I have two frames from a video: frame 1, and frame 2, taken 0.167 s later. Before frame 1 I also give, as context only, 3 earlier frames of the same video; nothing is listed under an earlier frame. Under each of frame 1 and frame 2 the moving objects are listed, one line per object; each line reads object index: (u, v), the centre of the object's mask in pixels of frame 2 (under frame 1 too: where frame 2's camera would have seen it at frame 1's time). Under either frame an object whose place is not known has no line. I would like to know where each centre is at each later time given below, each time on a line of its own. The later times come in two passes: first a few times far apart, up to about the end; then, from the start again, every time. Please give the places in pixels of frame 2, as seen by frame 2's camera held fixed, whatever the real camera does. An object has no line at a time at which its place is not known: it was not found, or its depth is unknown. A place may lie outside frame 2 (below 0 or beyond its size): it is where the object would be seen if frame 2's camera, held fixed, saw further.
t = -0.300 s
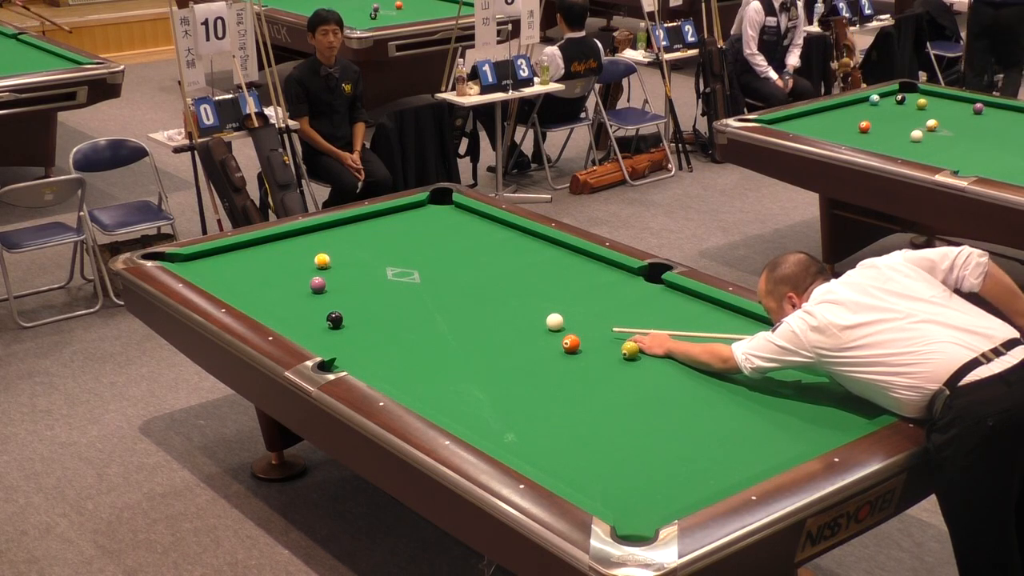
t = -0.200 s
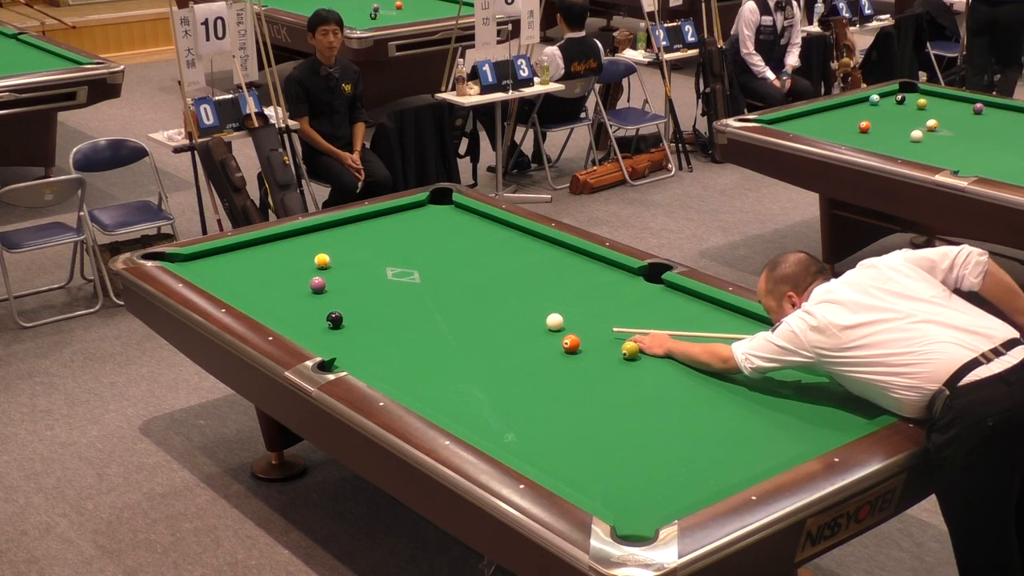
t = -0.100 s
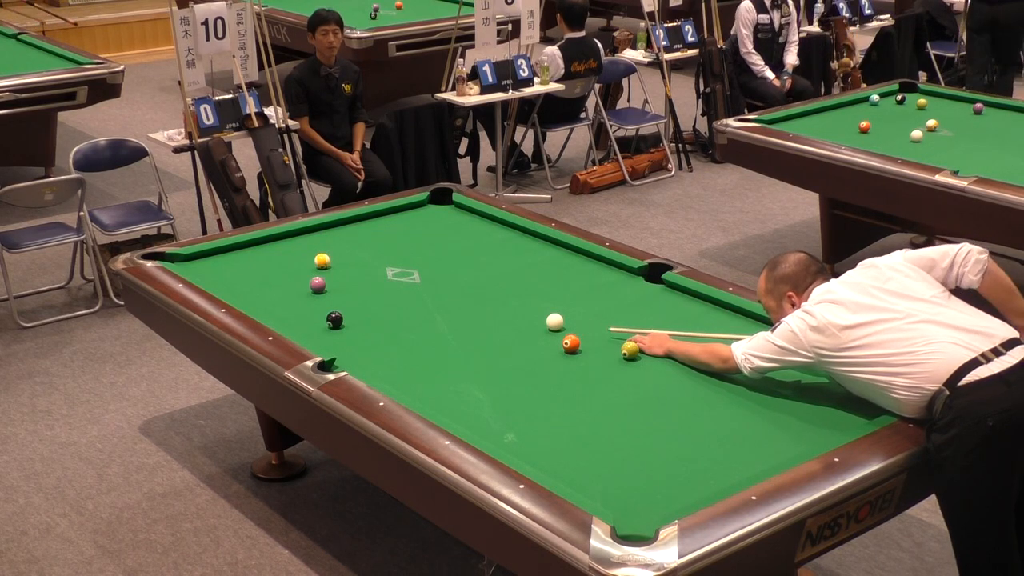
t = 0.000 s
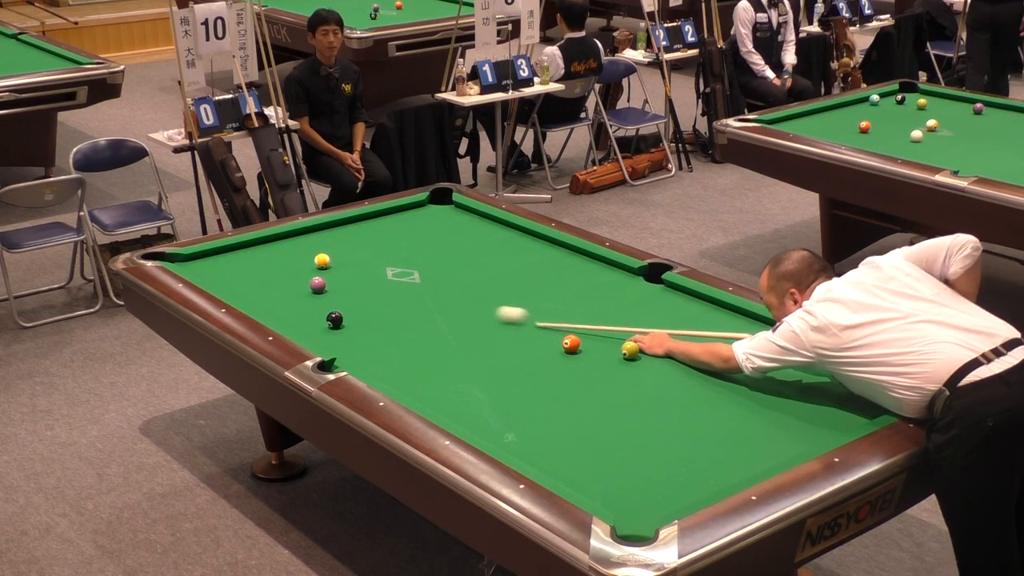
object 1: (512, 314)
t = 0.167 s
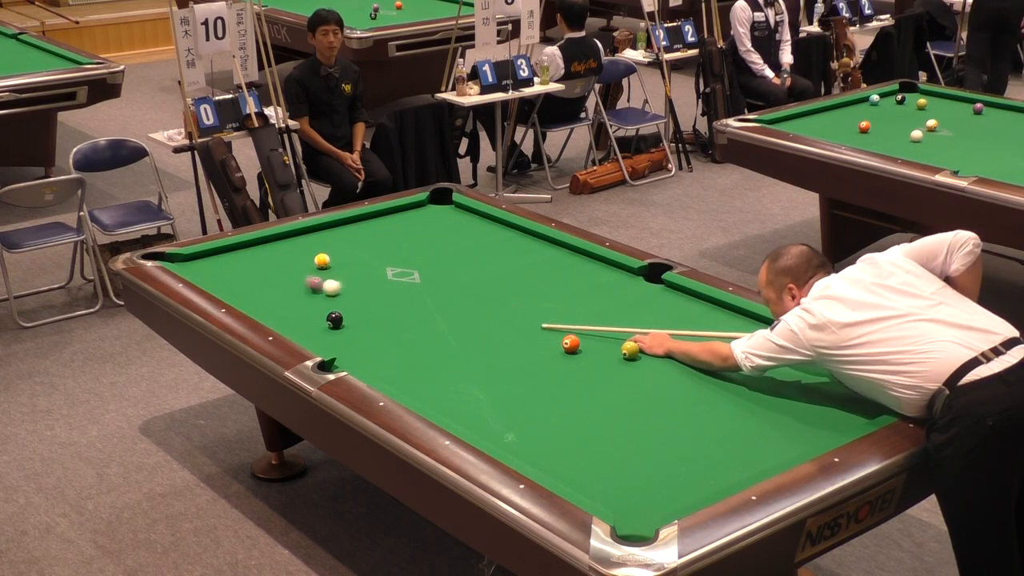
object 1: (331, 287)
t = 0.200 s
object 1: (329, 288)
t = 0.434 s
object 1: (332, 292)
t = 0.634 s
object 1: (338, 295)
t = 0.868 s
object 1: (346, 299)
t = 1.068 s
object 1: (351, 302)
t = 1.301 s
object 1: (357, 306)
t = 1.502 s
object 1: (362, 308)
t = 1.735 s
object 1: (367, 311)
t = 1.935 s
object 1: (370, 313)
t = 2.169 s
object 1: (373, 315)
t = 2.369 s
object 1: (376, 316)
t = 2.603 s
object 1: (378, 317)
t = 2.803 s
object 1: (380, 318)
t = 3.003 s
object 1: (381, 318)
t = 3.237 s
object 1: (381, 318)
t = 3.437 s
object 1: (381, 318)
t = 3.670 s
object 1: (381, 318)
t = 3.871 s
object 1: (381, 318)
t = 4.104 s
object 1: (381, 318)
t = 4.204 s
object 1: (381, 318)
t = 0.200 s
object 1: (329, 288)
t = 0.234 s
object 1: (328, 288)
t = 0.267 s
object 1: (328, 289)
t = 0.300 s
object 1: (328, 289)
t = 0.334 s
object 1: (329, 290)
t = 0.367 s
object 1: (330, 291)
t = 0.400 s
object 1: (331, 291)
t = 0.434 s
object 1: (332, 292)
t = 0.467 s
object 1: (333, 293)
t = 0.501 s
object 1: (334, 293)
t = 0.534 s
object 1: (335, 294)
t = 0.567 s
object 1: (336, 294)
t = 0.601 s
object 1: (337, 295)
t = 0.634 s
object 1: (338, 295)
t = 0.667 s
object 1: (340, 296)
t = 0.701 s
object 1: (341, 297)
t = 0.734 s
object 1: (342, 297)
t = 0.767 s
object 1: (343, 298)
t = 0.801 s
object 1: (344, 298)
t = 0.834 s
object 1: (345, 299)
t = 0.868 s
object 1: (346, 299)
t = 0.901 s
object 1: (346, 300)
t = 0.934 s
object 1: (347, 300)
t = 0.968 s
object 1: (349, 301)
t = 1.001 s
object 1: (350, 301)
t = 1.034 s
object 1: (350, 302)
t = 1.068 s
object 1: (351, 302)
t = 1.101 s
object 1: (352, 303)
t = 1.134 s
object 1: (353, 303)
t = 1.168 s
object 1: (354, 304)
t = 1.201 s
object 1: (355, 304)
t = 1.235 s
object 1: (356, 305)
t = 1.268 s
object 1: (357, 305)
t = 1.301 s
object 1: (357, 306)
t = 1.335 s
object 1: (358, 306)
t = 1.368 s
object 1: (359, 306)
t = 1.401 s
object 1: (360, 307)
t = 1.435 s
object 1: (360, 307)
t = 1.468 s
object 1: (361, 308)
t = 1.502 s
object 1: (362, 308)
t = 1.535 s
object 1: (362, 309)
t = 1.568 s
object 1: (363, 309)
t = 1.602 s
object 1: (364, 309)
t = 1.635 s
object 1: (365, 310)
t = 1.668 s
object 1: (365, 310)
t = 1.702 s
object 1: (366, 310)
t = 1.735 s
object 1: (367, 311)
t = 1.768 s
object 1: (367, 311)
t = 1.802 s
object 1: (368, 312)
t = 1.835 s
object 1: (368, 312)
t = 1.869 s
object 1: (369, 312)
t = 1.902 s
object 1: (369, 312)
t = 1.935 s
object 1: (370, 313)
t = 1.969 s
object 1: (370, 313)
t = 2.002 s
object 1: (371, 313)
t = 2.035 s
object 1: (371, 314)
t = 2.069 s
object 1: (372, 314)
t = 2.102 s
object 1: (372, 314)
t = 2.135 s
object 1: (373, 314)
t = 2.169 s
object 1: (373, 315)
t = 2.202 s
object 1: (374, 315)
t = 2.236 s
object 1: (374, 315)
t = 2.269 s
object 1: (374, 315)
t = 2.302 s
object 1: (375, 316)
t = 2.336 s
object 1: (375, 316)
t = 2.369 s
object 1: (376, 316)
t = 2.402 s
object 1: (376, 316)
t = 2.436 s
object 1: (376, 317)
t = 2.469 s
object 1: (377, 317)
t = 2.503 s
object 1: (377, 317)
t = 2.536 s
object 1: (378, 317)
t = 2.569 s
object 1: (378, 317)
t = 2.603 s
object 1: (378, 317)
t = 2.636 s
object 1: (379, 317)
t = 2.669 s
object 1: (379, 317)
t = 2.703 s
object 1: (379, 318)
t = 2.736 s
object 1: (380, 318)
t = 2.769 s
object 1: (380, 318)
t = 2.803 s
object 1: (380, 318)
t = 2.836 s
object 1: (380, 318)
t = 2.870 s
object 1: (380, 318)
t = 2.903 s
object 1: (381, 318)
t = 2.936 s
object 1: (381, 318)
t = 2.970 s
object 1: (381, 318)
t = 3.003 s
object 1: (381, 318)
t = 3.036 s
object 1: (381, 318)
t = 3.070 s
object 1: (381, 318)
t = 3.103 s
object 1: (381, 318)
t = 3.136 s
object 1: (381, 318)
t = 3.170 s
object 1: (381, 318)
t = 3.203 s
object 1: (381, 318)
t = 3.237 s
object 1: (381, 318)
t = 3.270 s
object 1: (381, 318)
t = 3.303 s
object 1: (381, 318)
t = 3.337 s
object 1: (381, 318)
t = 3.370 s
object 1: (381, 318)
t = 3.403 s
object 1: (381, 318)
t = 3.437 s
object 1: (381, 318)
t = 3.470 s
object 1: (381, 318)
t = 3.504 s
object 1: (381, 318)
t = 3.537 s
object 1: (381, 318)
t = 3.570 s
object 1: (381, 318)
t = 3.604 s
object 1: (381, 318)
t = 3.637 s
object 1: (381, 318)
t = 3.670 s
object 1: (381, 318)
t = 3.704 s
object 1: (381, 318)
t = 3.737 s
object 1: (381, 318)
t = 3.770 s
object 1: (381, 318)
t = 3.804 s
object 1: (381, 318)
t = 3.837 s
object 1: (381, 318)
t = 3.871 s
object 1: (381, 318)
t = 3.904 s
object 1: (381, 318)
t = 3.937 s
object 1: (381, 318)
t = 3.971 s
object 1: (381, 318)
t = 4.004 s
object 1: (381, 318)
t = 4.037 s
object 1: (381, 318)
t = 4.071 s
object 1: (381, 318)
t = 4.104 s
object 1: (381, 318)
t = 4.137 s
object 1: (381, 318)
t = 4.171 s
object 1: (381, 318)
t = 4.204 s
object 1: (381, 318)
